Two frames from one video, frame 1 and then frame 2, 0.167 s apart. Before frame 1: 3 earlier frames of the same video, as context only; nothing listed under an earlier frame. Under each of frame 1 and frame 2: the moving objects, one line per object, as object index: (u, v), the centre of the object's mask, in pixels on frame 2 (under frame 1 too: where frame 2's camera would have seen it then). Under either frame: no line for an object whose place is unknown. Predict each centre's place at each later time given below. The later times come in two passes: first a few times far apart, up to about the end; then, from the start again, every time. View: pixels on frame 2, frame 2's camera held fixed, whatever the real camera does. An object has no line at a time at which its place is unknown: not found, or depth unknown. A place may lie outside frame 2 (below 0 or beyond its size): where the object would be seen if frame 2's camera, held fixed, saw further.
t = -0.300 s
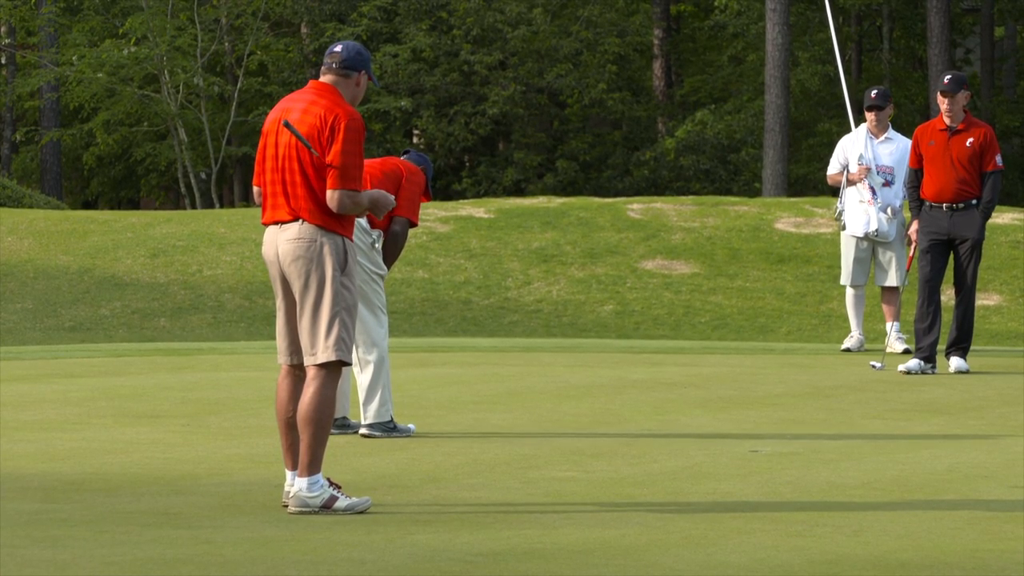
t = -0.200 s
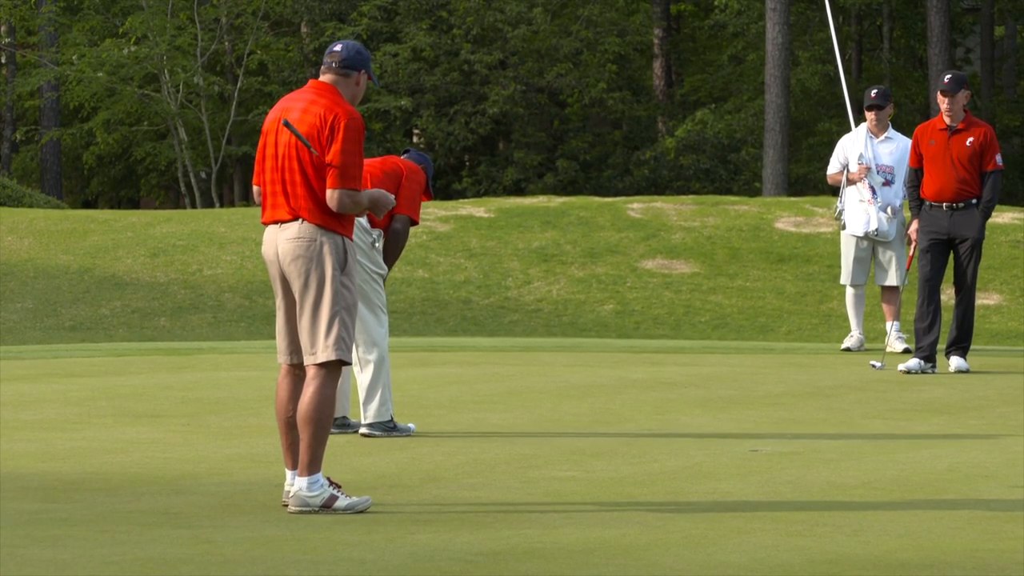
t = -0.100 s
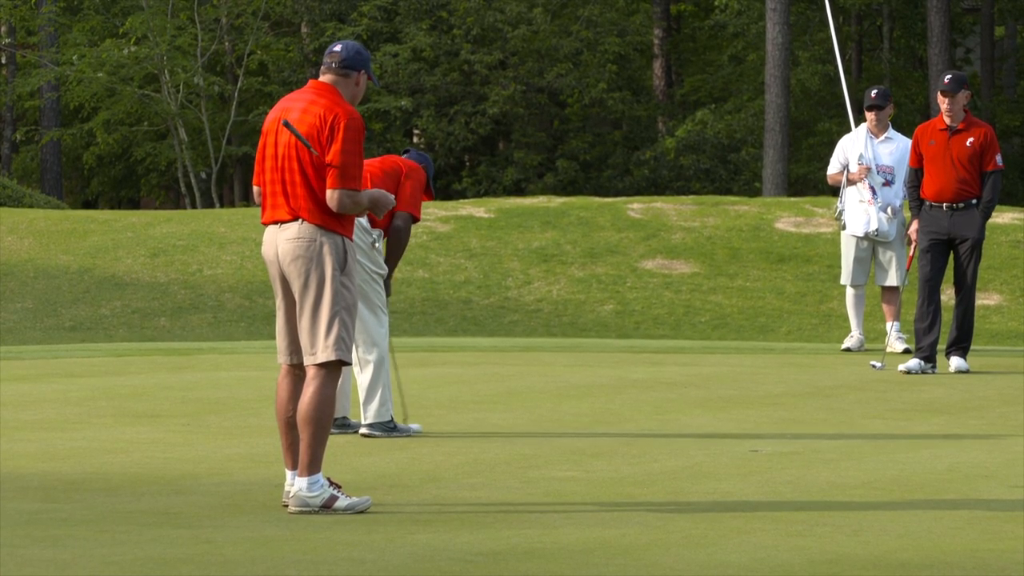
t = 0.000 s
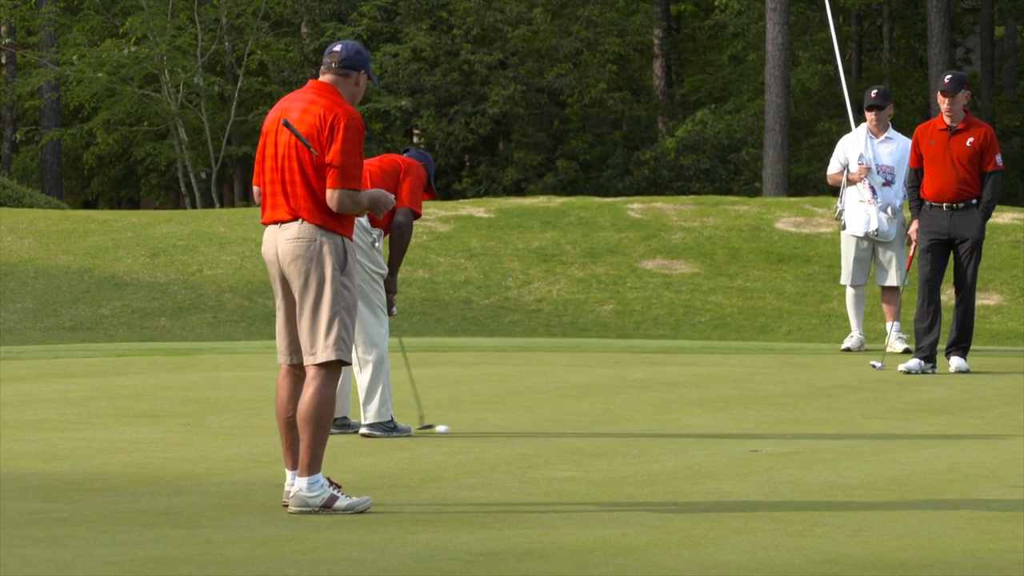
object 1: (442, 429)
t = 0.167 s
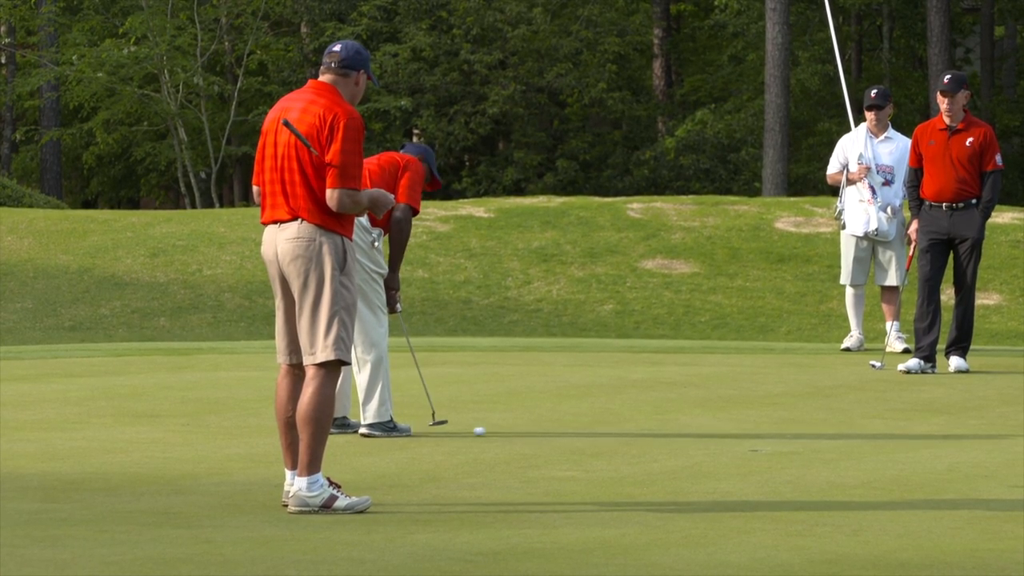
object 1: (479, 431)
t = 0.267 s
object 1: (499, 432)
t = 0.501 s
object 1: (545, 435)
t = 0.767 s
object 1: (595, 438)
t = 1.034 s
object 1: (641, 441)
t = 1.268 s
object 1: (679, 443)
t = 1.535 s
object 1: (719, 445)
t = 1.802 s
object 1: (755, 450)
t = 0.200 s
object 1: (486, 431)
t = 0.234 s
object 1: (492, 431)
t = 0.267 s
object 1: (499, 432)
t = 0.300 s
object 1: (506, 433)
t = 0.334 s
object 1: (513, 433)
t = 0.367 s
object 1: (519, 433)
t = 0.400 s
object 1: (526, 433)
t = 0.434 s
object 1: (532, 434)
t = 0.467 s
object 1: (539, 434)
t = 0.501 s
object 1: (545, 435)
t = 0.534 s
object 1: (551, 435)
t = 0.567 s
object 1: (558, 435)
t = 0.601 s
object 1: (564, 436)
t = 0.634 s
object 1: (570, 437)
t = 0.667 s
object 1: (576, 437)
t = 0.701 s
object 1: (583, 437)
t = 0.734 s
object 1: (589, 437)
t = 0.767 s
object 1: (595, 438)
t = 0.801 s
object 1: (601, 438)
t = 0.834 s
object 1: (606, 439)
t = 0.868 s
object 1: (612, 439)
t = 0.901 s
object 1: (618, 439)
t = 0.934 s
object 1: (624, 440)
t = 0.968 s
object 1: (630, 440)
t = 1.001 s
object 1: (635, 440)
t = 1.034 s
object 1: (641, 441)
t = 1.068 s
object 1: (646, 441)
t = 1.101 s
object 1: (652, 441)
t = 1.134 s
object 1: (657, 442)
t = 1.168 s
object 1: (663, 442)
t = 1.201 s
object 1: (668, 442)
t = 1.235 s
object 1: (674, 442)
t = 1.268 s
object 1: (679, 443)
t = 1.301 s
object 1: (684, 443)
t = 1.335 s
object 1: (689, 443)
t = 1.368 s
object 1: (694, 444)
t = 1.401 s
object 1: (699, 444)
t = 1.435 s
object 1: (704, 444)
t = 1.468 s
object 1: (709, 444)
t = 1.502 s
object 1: (715, 444)
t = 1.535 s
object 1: (719, 445)
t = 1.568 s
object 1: (724, 445)
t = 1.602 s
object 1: (728, 445)
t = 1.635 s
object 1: (733, 445)
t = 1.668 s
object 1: (737, 445)
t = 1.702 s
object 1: (742, 445)
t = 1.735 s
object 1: (746, 446)
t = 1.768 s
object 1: (751, 448)
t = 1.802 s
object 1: (755, 450)
